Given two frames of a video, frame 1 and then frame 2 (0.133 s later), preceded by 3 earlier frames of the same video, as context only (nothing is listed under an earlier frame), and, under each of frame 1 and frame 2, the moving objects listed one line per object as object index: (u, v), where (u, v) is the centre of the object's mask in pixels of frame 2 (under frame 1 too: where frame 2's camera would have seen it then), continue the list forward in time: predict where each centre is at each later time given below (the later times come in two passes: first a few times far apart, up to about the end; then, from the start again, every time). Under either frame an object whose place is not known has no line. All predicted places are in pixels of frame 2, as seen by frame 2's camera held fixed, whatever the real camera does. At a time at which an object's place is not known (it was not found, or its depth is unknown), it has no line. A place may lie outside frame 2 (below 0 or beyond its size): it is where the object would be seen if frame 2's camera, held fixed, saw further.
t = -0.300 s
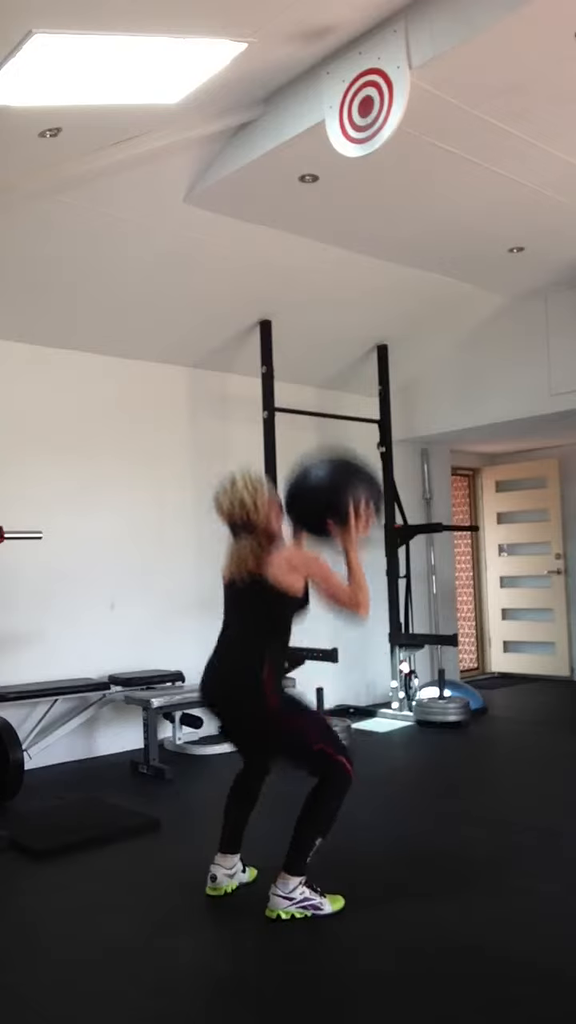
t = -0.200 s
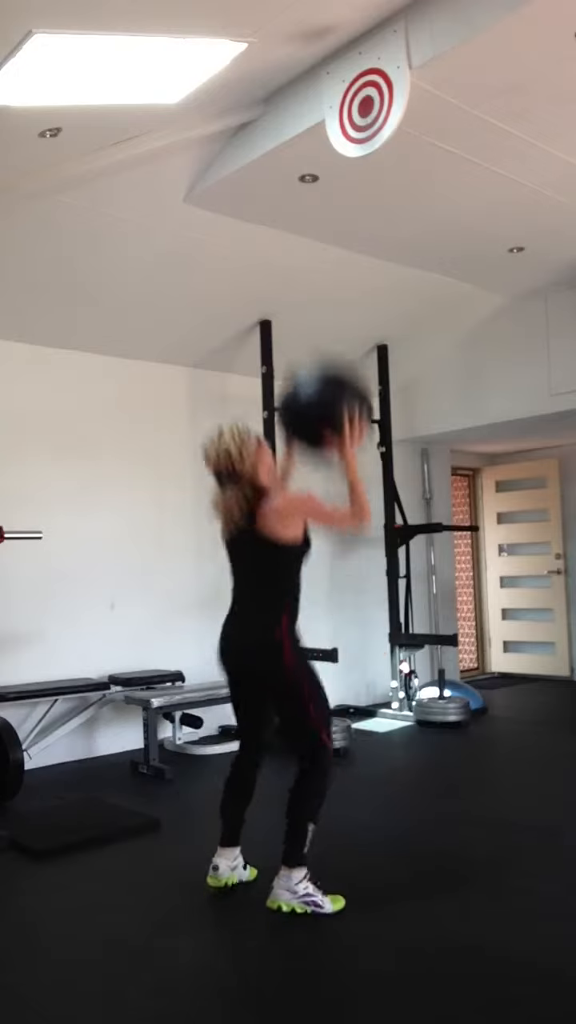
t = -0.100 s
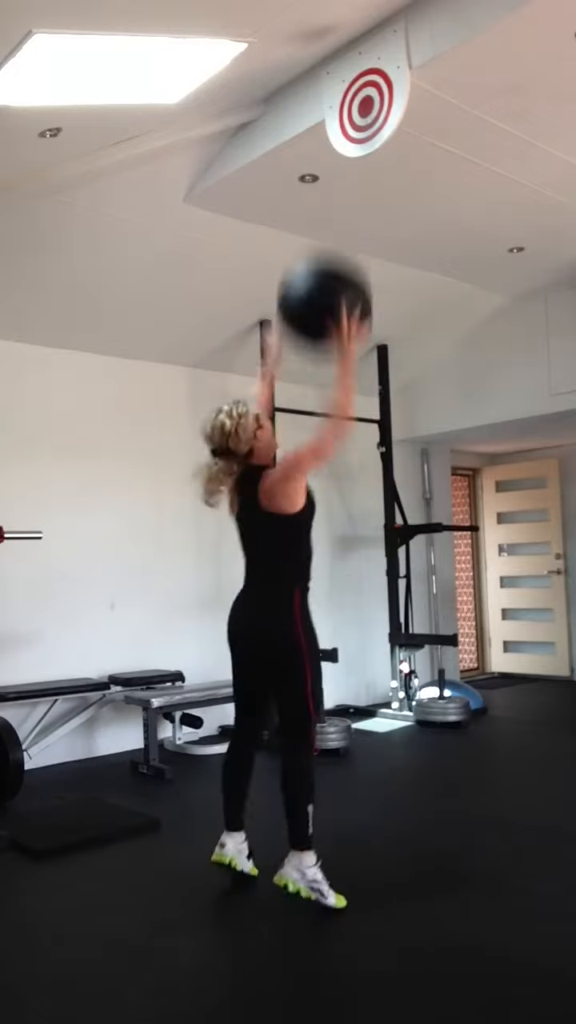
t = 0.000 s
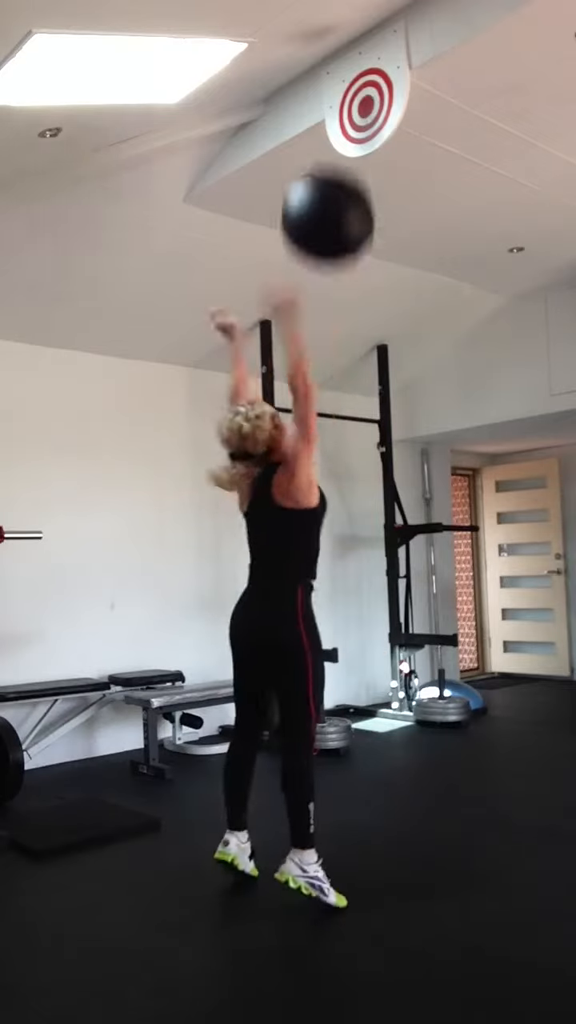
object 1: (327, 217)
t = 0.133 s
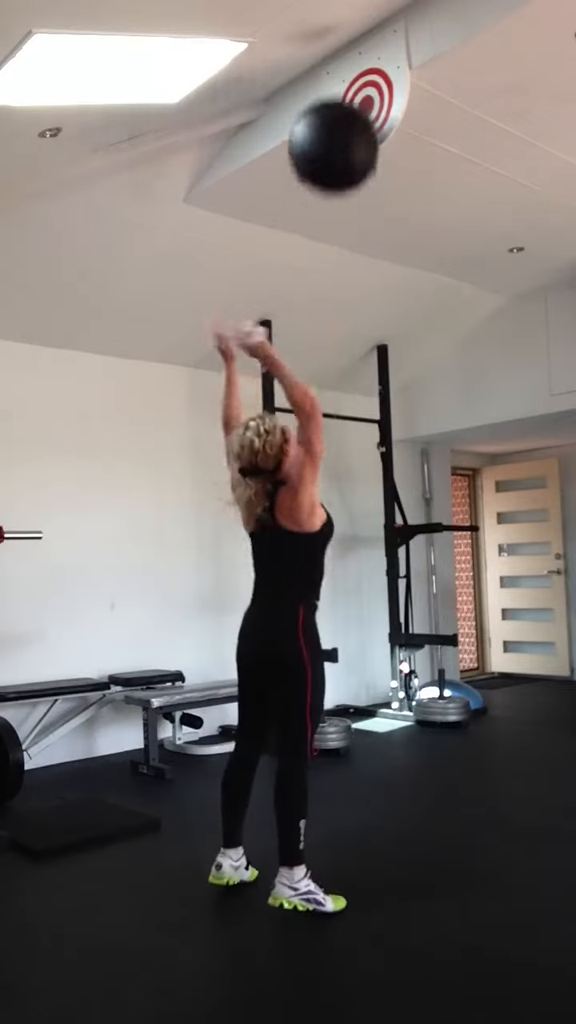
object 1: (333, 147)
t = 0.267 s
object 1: (340, 120)
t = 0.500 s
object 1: (328, 160)
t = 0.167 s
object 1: (334, 136)
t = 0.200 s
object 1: (336, 128)
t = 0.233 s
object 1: (338, 123)
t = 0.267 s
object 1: (340, 120)
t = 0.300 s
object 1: (339, 118)
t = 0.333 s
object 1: (337, 119)
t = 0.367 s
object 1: (335, 121)
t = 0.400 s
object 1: (333, 127)
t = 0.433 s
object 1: (331, 135)
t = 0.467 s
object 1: (329, 146)
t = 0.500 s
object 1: (328, 160)
